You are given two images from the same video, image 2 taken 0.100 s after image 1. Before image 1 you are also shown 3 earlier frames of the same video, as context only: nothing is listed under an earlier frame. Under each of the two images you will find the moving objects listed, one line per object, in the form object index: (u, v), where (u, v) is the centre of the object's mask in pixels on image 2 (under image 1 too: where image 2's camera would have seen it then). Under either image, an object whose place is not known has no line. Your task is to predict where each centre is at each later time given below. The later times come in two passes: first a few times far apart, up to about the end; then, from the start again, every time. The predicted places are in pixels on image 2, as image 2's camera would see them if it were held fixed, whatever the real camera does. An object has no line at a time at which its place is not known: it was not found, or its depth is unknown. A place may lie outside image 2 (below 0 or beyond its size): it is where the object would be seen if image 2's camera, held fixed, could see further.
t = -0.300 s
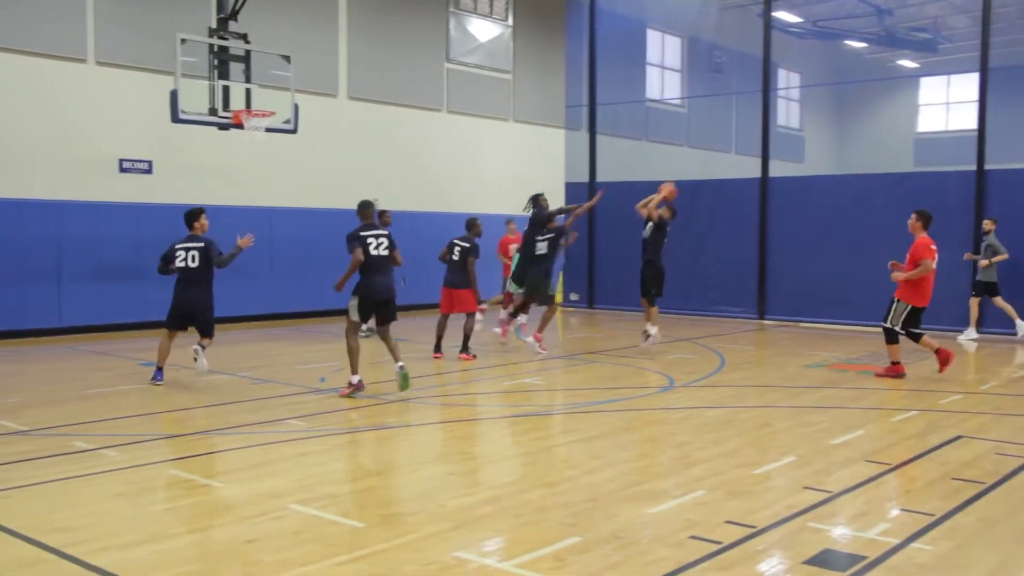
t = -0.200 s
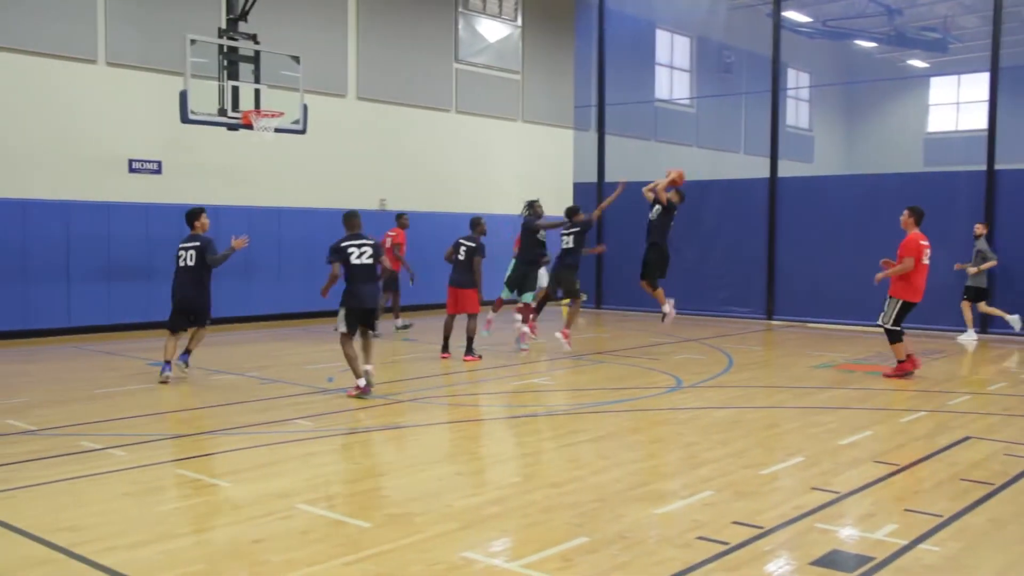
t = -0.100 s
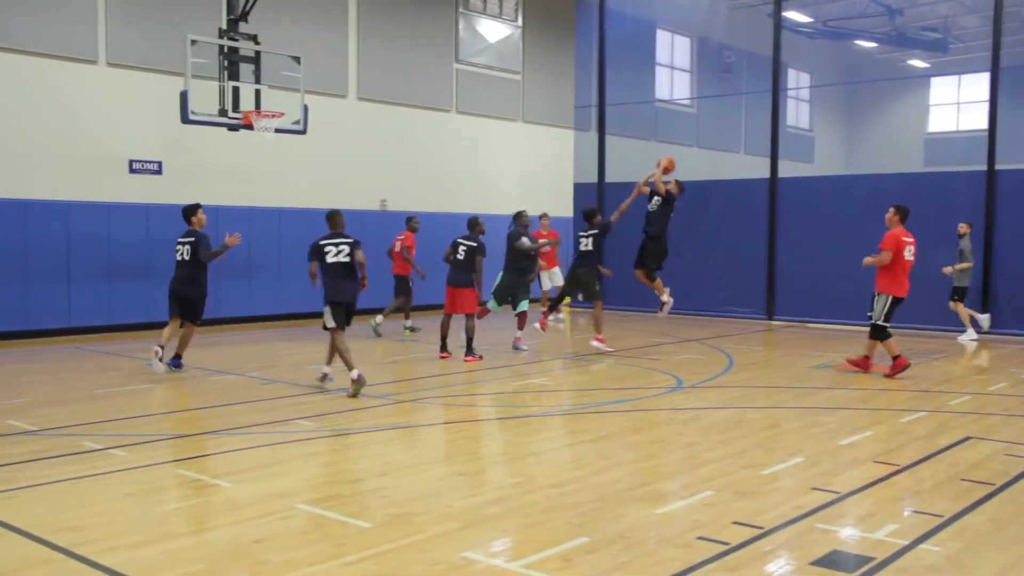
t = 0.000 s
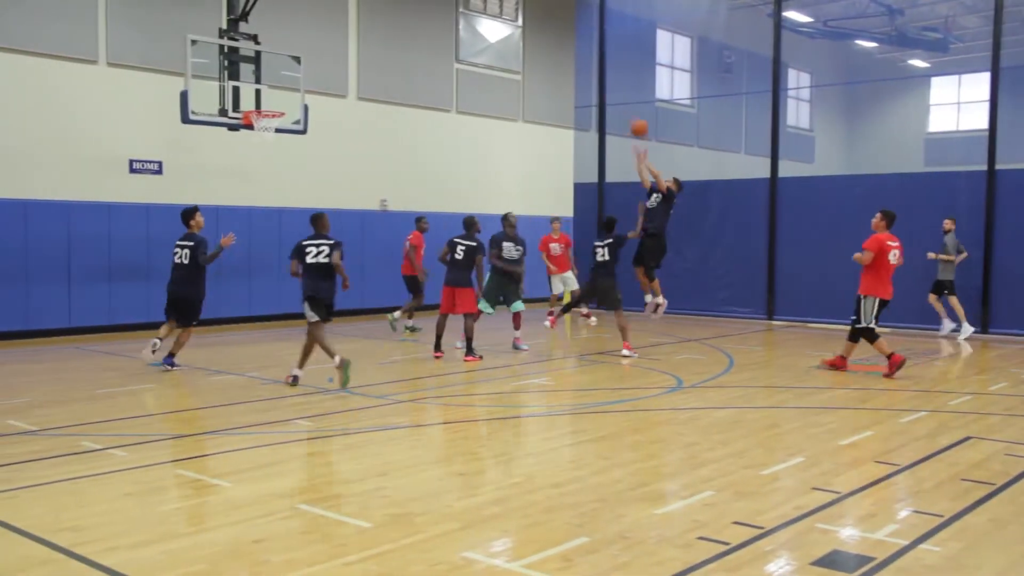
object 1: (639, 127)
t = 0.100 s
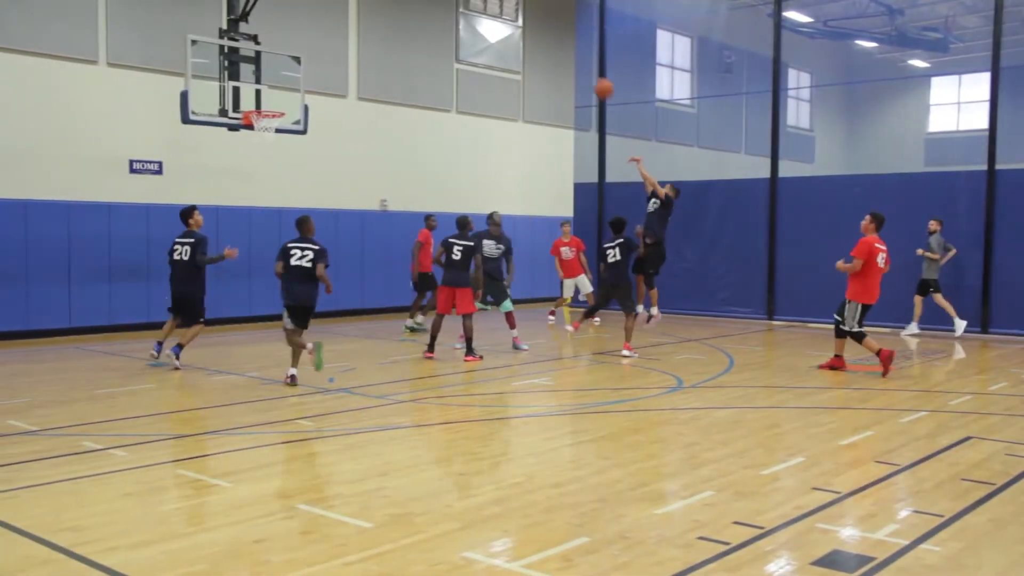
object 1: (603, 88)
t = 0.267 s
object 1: (543, 41)
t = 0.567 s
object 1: (439, 10)
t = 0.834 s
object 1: (349, 39)
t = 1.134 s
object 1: (257, 126)
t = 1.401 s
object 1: (236, 164)
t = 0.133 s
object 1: (591, 77)
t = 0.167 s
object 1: (579, 66)
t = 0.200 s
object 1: (567, 57)
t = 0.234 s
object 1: (555, 48)
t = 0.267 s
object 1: (543, 41)
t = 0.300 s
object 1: (531, 33)
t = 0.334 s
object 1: (520, 28)
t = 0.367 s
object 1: (509, 23)
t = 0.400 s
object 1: (496, 18)
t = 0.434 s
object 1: (485, 15)
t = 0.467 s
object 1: (473, 12)
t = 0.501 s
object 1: (461, 10)
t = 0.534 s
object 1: (450, 9)
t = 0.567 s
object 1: (439, 10)
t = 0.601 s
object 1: (428, 10)
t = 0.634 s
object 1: (416, 11)
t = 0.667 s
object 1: (405, 14)
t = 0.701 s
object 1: (394, 17)
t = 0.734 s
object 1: (383, 21)
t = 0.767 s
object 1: (371, 27)
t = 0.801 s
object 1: (360, 32)
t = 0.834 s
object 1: (349, 39)
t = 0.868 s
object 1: (338, 46)
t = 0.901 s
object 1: (327, 54)
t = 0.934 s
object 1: (316, 62)
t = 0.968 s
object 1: (306, 73)
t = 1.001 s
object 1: (295, 83)
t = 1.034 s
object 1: (284, 95)
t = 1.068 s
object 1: (274, 105)
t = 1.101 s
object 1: (263, 117)
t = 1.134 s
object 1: (257, 126)
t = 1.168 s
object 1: (254, 127)
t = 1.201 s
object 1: (251, 135)
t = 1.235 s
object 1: (248, 136)
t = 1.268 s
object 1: (246, 138)
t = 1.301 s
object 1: (244, 143)
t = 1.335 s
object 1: (241, 149)
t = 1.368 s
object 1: (238, 156)
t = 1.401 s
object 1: (236, 164)
